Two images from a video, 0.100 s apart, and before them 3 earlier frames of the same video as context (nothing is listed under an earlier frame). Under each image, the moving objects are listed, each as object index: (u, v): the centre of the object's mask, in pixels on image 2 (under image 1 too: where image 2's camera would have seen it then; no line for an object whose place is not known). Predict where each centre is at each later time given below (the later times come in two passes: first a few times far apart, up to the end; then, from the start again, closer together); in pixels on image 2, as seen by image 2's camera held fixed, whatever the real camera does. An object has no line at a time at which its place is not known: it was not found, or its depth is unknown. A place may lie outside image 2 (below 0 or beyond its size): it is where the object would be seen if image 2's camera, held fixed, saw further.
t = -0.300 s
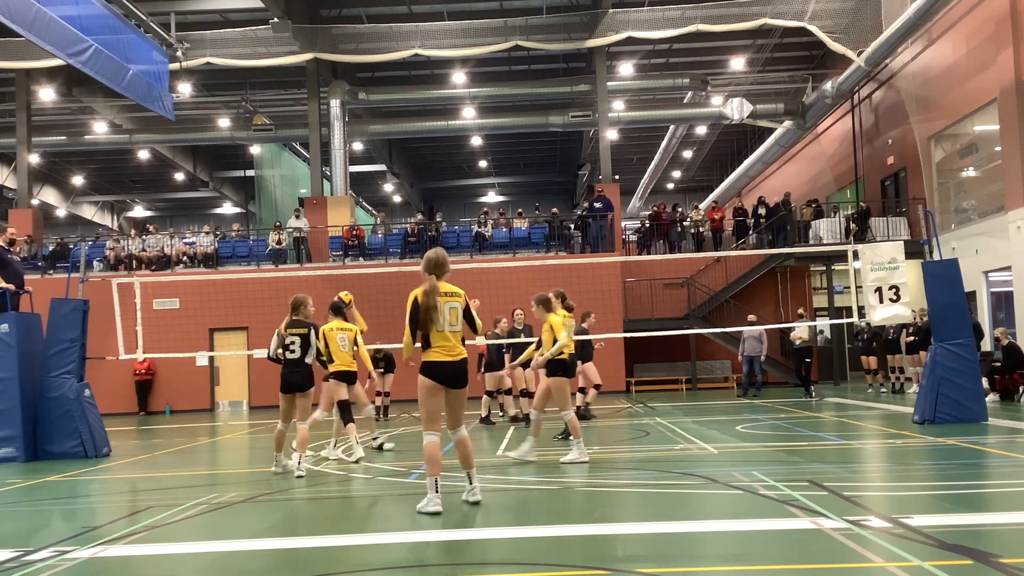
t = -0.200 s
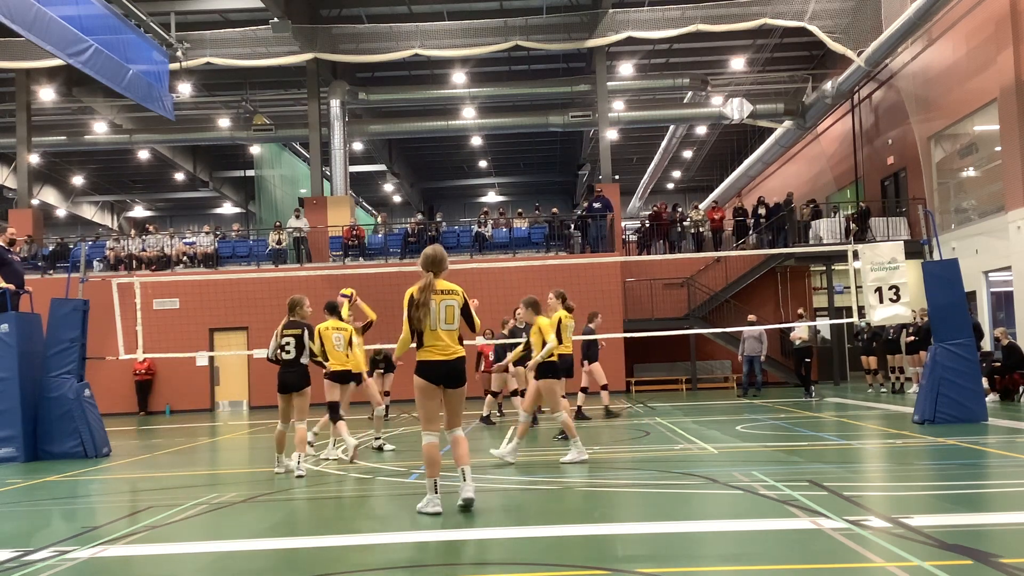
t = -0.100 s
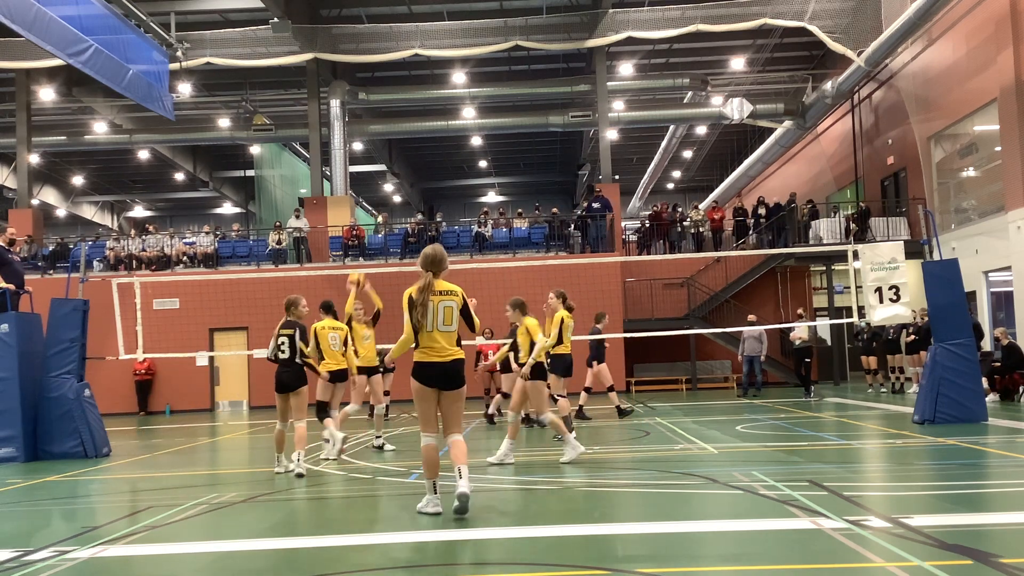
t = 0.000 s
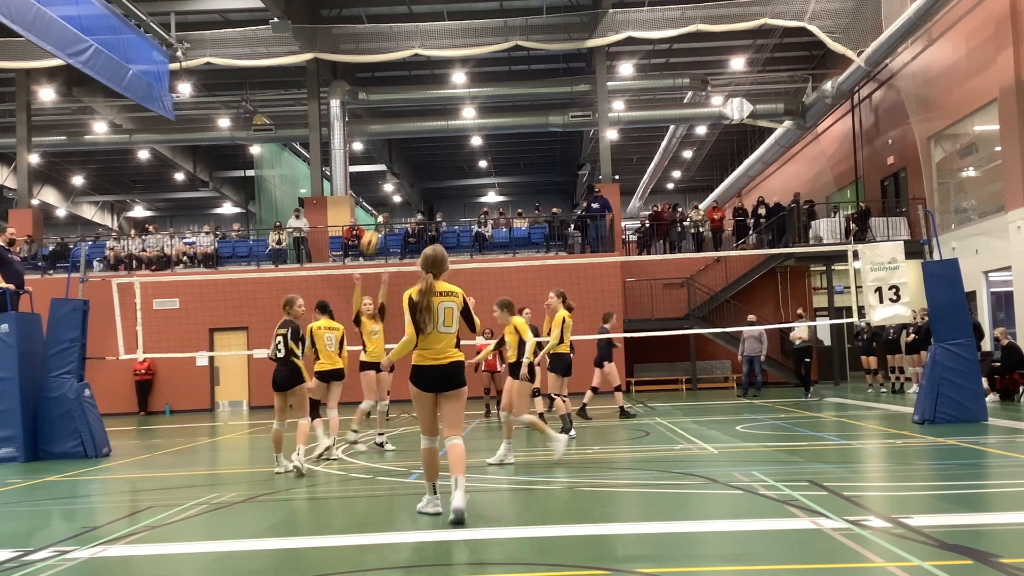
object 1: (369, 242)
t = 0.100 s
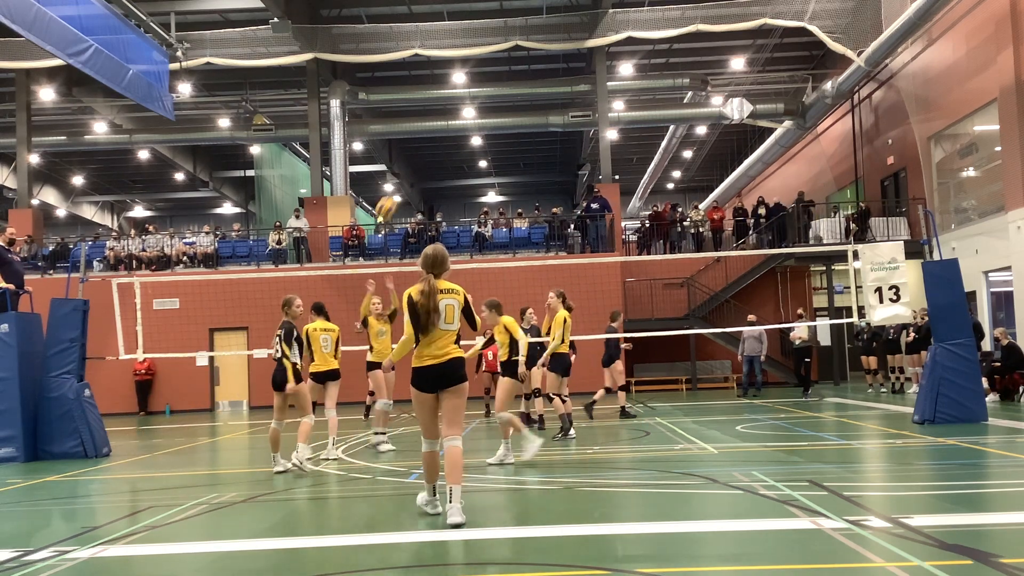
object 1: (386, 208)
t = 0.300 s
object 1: (423, 161)
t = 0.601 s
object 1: (501, 159)
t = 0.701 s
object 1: (533, 183)
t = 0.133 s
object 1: (392, 199)
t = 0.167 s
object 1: (398, 189)
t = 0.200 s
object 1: (404, 181)
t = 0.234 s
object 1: (410, 173)
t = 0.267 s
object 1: (417, 166)
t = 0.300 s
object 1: (423, 161)
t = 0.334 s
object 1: (431, 156)
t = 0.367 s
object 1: (438, 152)
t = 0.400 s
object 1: (446, 149)
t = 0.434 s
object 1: (455, 147)
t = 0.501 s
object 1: (472, 148)
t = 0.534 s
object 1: (481, 149)
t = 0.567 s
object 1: (491, 154)
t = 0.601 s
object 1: (501, 159)
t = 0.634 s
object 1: (511, 165)
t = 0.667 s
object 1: (522, 173)
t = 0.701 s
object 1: (533, 183)
